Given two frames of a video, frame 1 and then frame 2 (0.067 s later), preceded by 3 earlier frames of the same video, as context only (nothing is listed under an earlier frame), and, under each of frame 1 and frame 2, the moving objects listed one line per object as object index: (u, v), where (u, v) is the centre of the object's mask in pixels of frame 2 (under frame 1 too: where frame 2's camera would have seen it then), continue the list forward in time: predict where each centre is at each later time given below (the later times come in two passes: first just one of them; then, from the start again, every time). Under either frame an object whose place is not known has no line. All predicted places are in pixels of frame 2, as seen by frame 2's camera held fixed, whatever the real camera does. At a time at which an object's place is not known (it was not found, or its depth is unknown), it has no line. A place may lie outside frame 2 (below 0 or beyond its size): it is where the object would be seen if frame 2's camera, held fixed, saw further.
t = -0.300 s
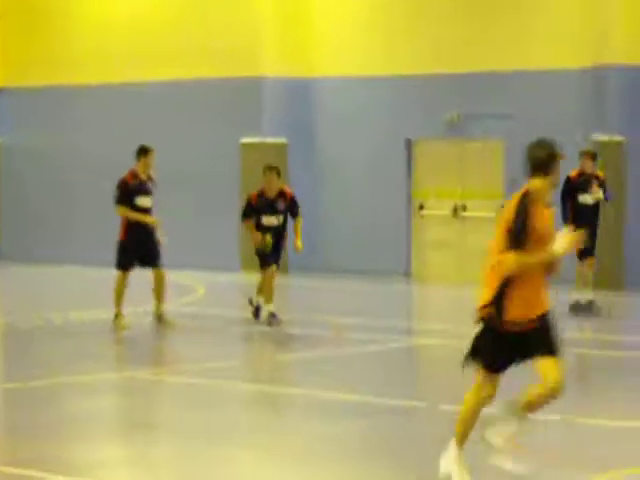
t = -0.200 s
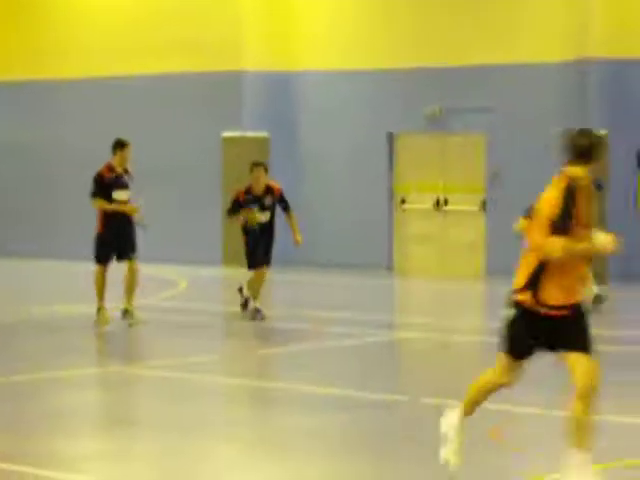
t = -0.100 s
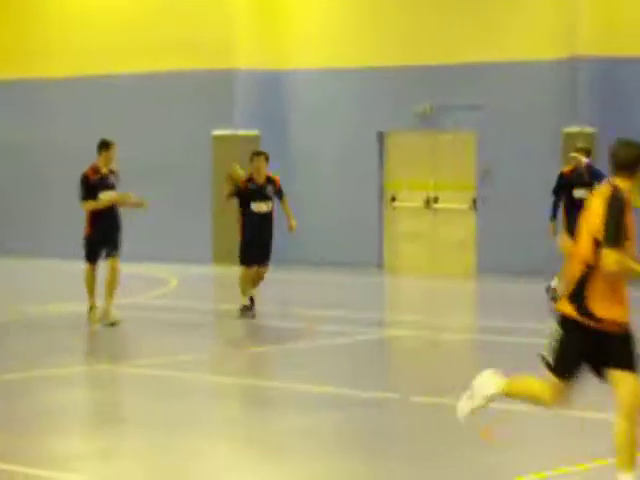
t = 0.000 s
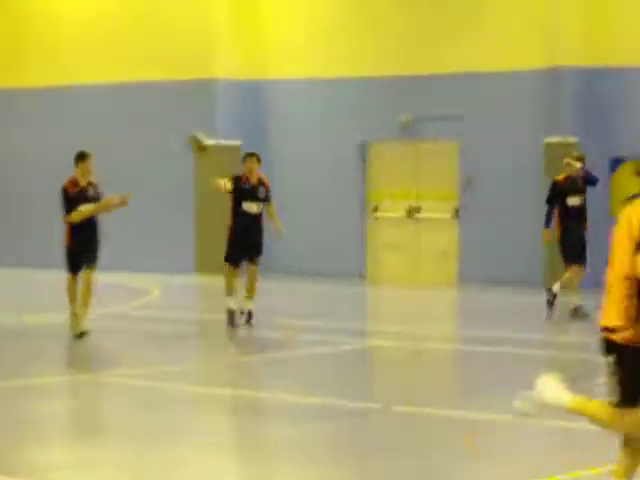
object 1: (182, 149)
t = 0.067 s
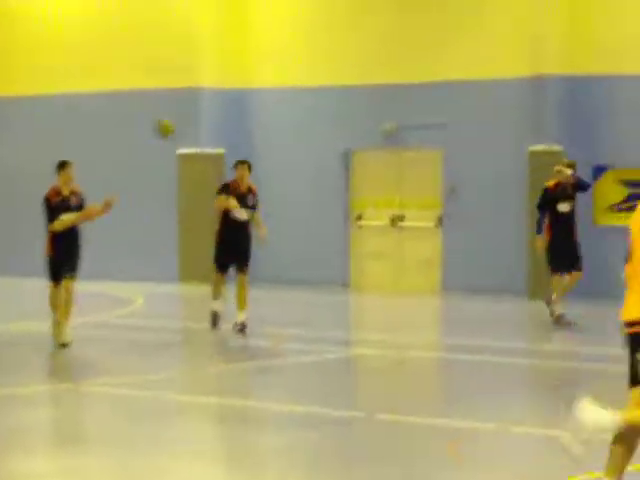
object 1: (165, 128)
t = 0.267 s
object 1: (106, 77)
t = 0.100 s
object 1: (150, 117)
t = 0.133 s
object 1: (140, 108)
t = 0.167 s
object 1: (131, 100)
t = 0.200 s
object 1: (125, 91)
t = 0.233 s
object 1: (114, 85)
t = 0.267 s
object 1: (106, 77)
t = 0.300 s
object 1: (98, 72)
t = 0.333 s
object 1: (88, 67)
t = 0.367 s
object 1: (78, 61)
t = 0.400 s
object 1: (67, 60)
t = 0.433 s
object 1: (55, 58)
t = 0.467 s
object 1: (55, 60)
